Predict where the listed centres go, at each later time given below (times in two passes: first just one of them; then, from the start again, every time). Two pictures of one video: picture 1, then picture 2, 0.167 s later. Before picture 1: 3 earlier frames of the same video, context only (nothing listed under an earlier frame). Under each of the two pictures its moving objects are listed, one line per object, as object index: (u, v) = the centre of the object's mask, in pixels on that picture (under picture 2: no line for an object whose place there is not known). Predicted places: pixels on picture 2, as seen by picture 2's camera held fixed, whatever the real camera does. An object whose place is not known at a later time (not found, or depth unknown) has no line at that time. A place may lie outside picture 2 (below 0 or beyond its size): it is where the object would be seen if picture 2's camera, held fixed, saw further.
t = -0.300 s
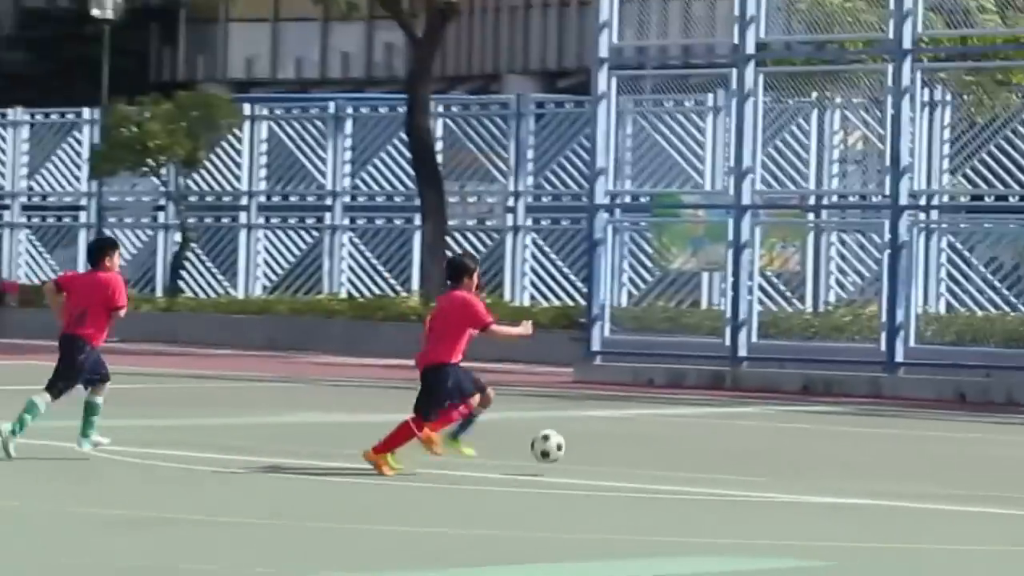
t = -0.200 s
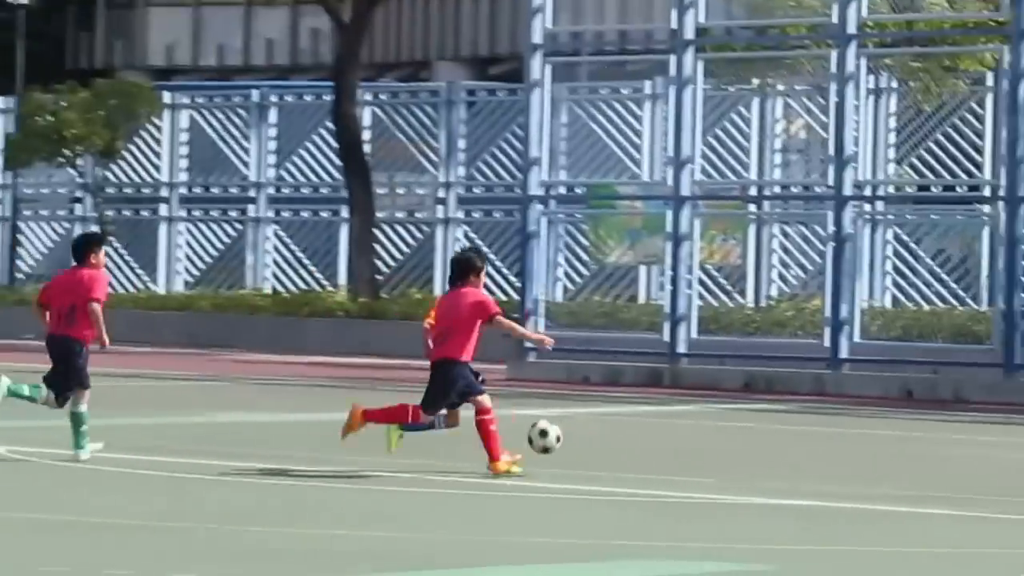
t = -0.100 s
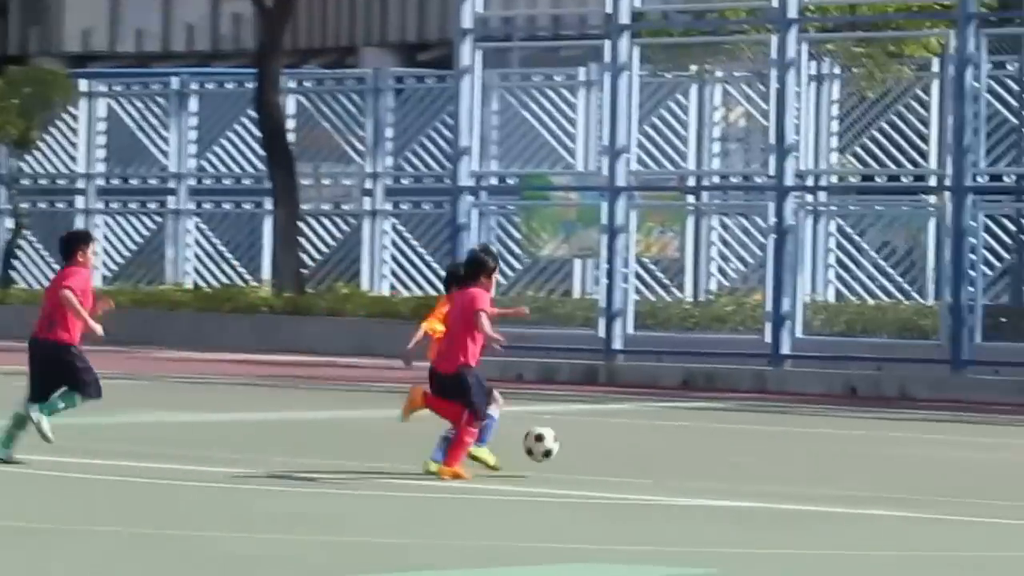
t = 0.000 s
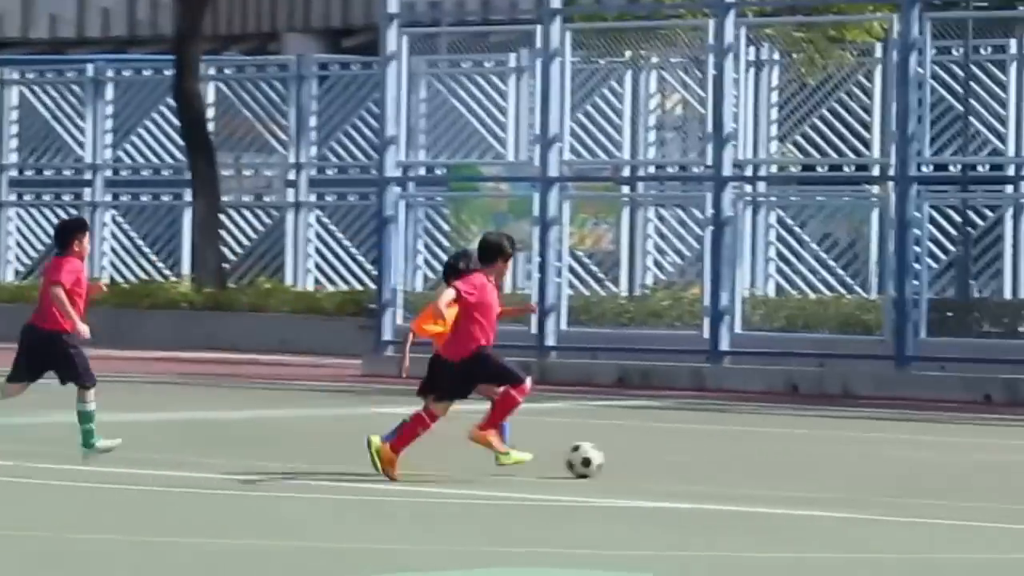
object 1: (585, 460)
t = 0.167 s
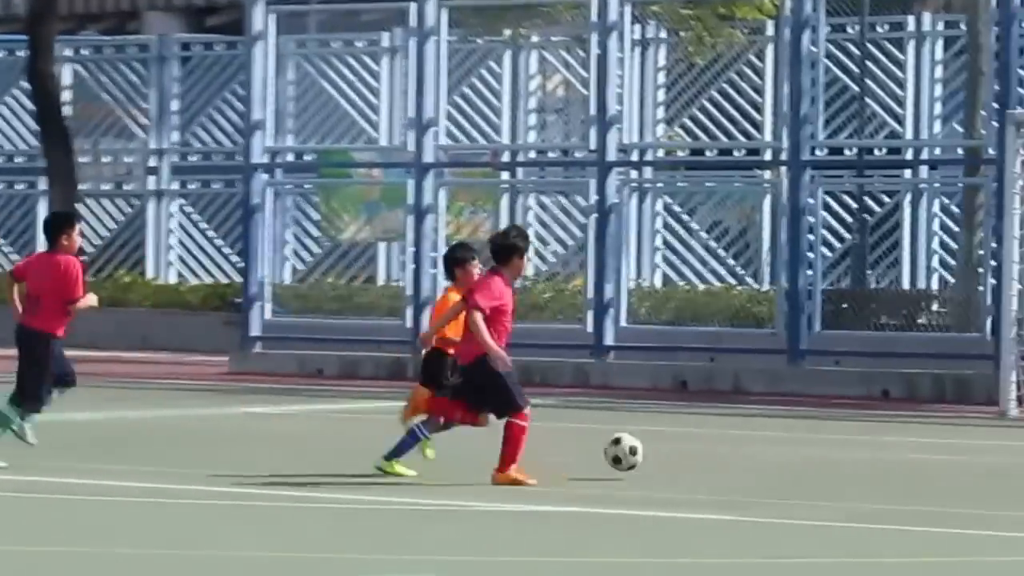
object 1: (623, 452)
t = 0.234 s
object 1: (686, 460)
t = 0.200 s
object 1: (654, 454)
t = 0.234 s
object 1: (686, 460)
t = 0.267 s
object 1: (714, 457)
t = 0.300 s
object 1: (741, 454)
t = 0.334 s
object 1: (769, 452)
